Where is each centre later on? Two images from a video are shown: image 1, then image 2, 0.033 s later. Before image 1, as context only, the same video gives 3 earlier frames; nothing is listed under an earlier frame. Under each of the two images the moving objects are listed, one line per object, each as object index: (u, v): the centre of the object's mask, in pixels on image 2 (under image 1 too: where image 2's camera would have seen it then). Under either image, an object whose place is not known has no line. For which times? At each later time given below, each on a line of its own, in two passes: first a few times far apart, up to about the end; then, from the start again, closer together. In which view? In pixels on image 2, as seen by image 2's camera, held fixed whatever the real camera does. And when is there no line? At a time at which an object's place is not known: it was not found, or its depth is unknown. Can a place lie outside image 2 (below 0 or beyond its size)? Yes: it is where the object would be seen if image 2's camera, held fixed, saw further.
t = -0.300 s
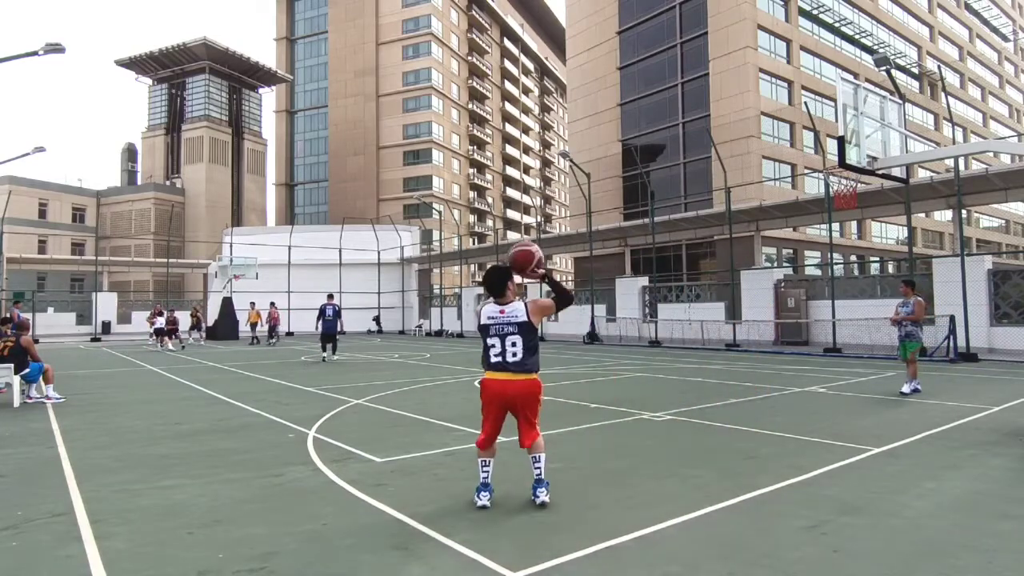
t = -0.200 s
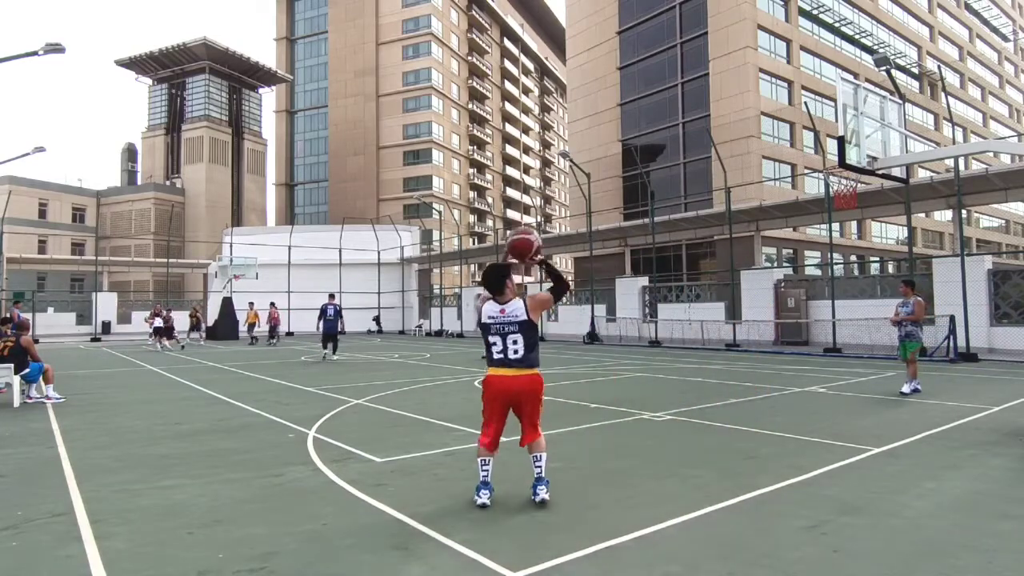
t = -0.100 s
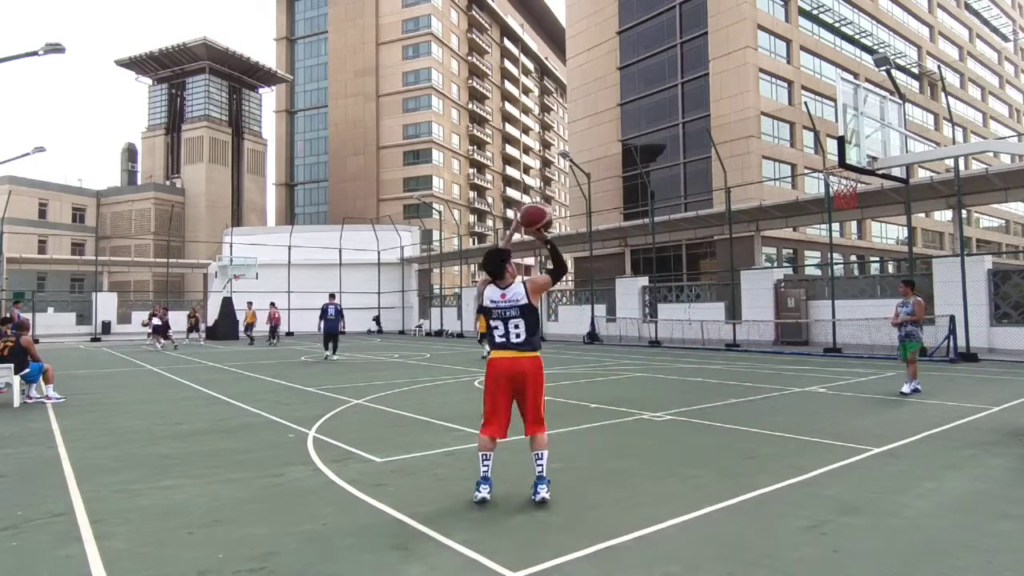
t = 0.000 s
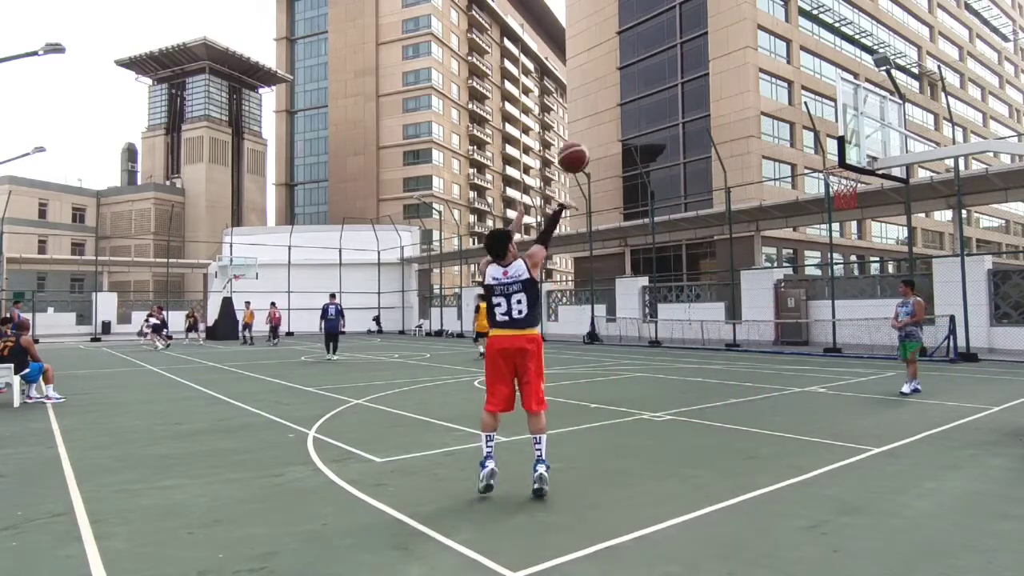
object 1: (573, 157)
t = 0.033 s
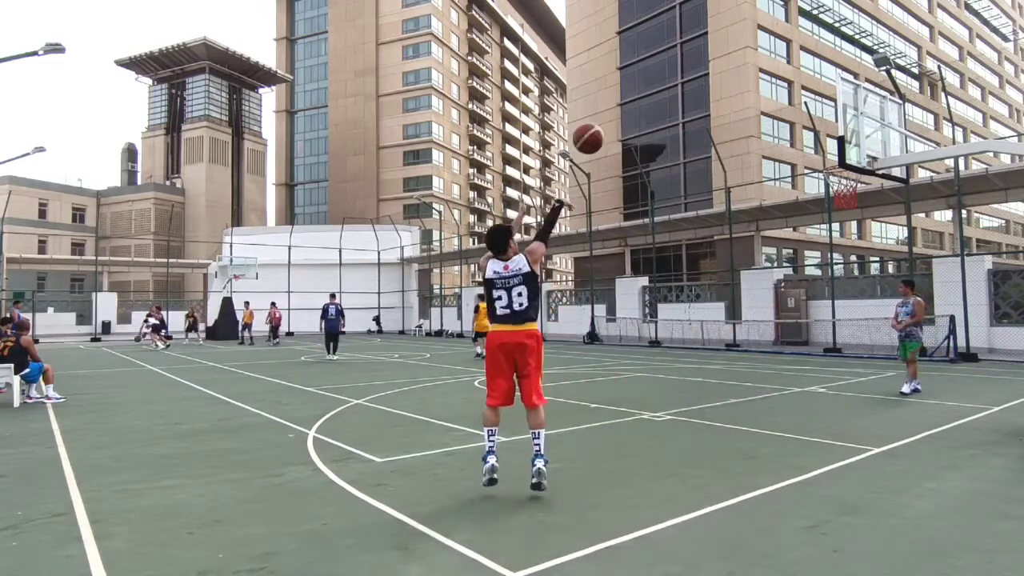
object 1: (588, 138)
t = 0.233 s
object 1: (665, 65)
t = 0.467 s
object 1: (734, 48)
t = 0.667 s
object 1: (781, 71)
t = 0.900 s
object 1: (827, 131)
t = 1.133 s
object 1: (845, 178)
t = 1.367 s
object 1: (843, 198)
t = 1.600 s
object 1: (843, 262)
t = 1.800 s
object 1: (843, 352)
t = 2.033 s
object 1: (843, 343)
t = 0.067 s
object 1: (602, 121)
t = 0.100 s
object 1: (616, 106)
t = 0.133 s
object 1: (629, 91)
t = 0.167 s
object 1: (641, 82)
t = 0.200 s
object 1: (653, 73)
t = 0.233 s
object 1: (665, 65)
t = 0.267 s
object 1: (677, 59)
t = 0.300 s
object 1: (687, 53)
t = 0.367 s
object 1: (707, 49)
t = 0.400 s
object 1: (716, 47)
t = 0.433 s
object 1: (726, 47)
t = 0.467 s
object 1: (734, 48)
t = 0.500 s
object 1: (743, 49)
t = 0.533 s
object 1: (750, 52)
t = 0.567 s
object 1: (758, 56)
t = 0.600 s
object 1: (766, 60)
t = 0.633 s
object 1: (774, 65)
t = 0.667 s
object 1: (781, 71)
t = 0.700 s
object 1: (788, 78)
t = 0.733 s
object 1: (795, 85)
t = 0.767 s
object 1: (801, 93)
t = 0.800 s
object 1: (808, 101)
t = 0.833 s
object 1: (814, 111)
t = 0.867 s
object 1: (821, 121)
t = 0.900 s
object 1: (827, 131)
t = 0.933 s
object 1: (831, 143)
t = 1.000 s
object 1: (840, 171)
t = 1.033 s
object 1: (846, 175)
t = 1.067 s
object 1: (848, 180)
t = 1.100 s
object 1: (848, 181)
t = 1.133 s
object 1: (845, 178)
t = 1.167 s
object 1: (845, 178)
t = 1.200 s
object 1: (844, 178)
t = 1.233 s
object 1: (844, 180)
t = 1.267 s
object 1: (844, 182)
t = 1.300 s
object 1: (844, 185)
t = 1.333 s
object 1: (843, 192)
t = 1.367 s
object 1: (843, 198)
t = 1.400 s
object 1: (843, 204)
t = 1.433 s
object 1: (843, 210)
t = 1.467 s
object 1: (843, 221)
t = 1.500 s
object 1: (842, 230)
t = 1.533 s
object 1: (843, 240)
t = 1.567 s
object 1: (843, 251)
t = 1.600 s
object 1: (843, 262)
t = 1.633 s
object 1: (843, 274)
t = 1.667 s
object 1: (843, 288)
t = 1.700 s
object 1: (843, 302)
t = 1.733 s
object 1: (844, 318)
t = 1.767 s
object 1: (843, 335)
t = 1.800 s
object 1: (843, 352)
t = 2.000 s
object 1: (843, 356)
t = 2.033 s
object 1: (843, 343)
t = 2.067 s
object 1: (843, 330)
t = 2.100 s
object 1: (843, 319)
